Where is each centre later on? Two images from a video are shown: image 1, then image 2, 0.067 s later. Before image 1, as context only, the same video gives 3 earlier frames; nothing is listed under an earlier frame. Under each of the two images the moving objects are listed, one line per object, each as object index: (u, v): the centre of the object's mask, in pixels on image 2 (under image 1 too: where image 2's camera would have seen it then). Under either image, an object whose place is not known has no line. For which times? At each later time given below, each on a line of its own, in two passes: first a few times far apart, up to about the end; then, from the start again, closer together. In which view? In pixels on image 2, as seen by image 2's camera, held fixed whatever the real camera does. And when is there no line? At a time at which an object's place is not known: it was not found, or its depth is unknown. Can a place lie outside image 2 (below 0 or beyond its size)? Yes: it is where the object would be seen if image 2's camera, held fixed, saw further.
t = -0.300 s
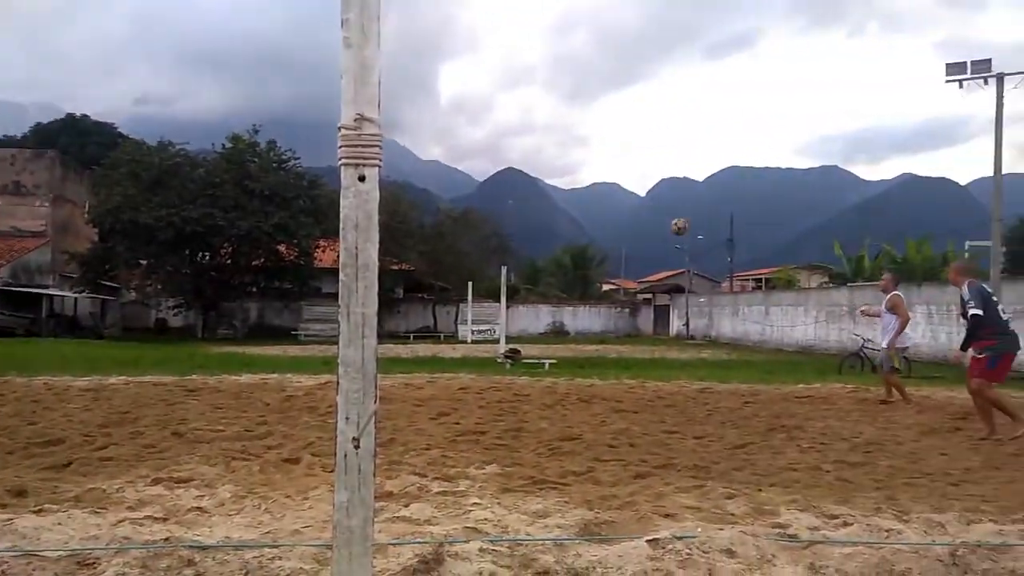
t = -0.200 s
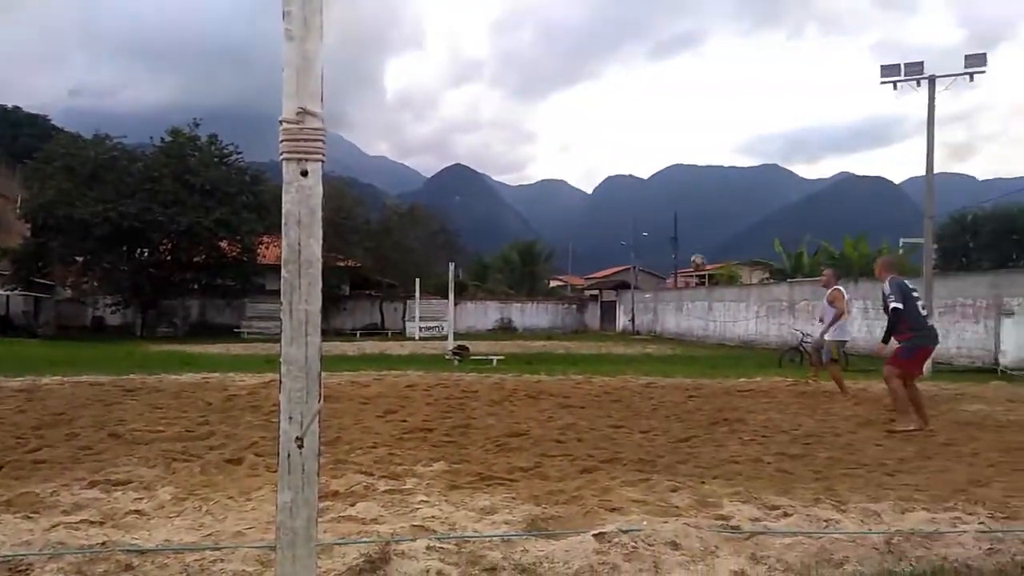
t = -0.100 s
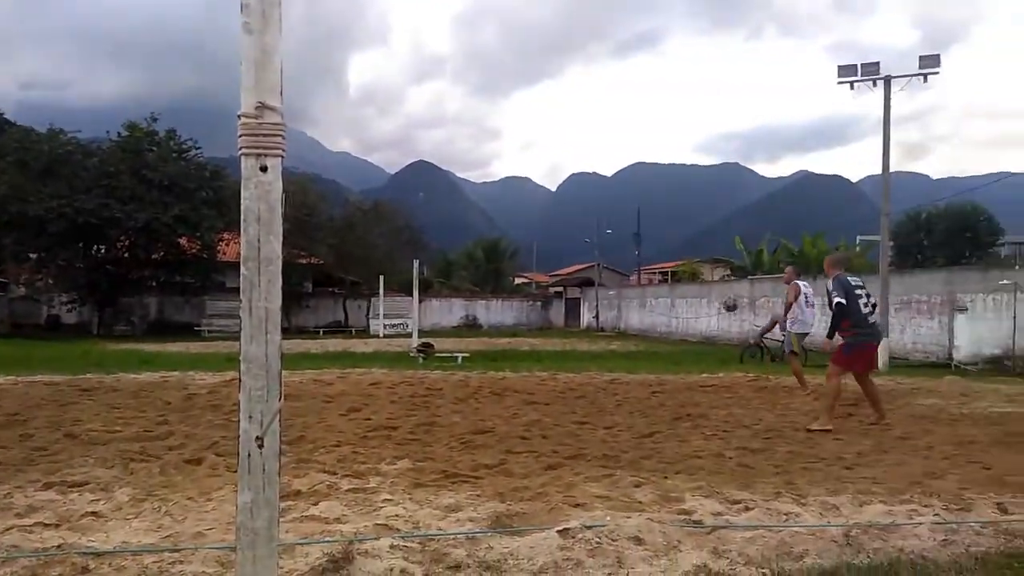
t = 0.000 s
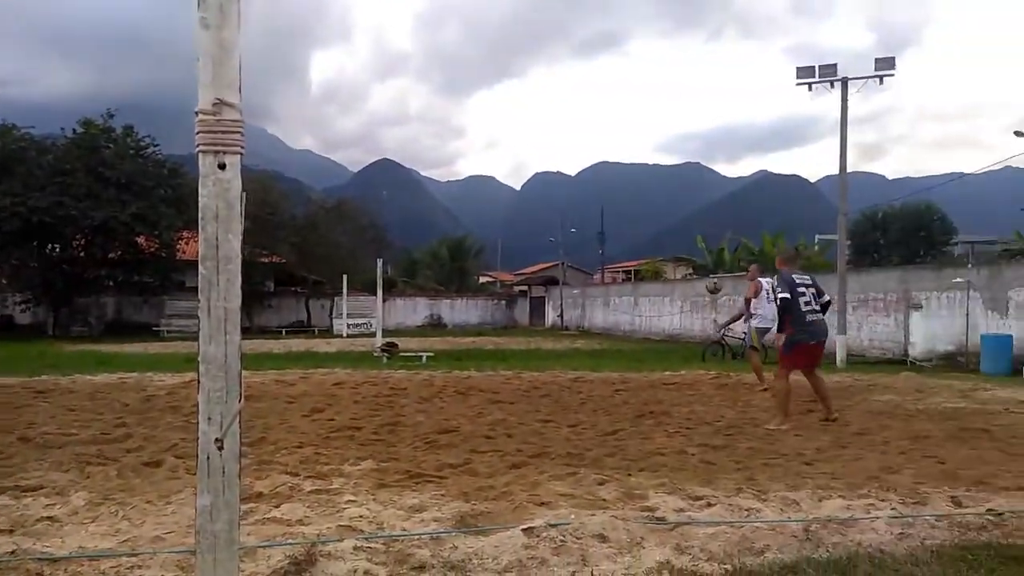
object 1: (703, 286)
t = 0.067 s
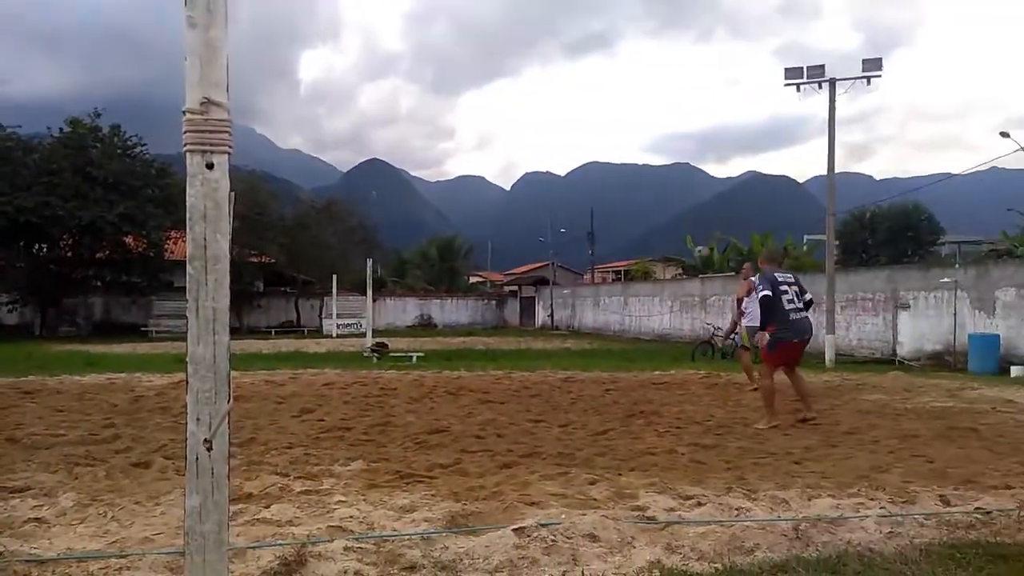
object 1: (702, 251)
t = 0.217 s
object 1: (698, 191)
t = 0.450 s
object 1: (693, 115)
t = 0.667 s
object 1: (688, 77)
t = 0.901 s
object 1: (682, 83)
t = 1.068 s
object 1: (677, 128)
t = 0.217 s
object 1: (698, 191)
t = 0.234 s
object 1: (697, 185)
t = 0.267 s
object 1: (698, 171)
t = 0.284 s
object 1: (698, 165)
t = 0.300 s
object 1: (697, 159)
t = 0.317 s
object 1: (696, 154)
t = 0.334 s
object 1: (696, 149)
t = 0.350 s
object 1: (696, 143)
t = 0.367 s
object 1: (696, 138)
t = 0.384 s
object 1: (695, 133)
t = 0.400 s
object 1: (695, 128)
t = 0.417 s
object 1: (694, 124)
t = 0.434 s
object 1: (694, 119)
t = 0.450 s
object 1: (693, 115)
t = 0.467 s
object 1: (693, 111)
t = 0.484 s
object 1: (693, 107)
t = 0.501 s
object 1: (692, 103)
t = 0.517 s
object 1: (692, 99)
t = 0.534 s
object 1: (692, 96)
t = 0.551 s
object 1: (691, 93)
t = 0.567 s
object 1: (691, 90)
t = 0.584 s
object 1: (691, 87)
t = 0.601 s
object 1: (690, 85)
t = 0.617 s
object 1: (690, 82)
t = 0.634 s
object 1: (689, 80)
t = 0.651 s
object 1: (689, 79)
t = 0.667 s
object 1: (688, 77)
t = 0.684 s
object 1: (688, 76)
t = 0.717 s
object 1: (687, 75)
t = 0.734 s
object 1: (687, 74)
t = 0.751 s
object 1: (686, 73)
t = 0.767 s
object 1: (686, 73)
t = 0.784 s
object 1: (686, 73)
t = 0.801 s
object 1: (685, 74)
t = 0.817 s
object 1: (684, 75)
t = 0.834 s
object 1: (684, 76)
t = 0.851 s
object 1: (684, 77)
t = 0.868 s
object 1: (683, 78)
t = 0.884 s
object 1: (683, 81)
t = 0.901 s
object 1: (682, 83)
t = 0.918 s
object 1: (681, 86)
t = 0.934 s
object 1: (681, 89)
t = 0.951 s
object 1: (680, 92)
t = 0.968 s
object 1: (680, 96)
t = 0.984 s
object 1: (680, 100)
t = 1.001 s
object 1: (679, 105)
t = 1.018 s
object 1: (678, 110)
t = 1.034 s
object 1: (678, 116)
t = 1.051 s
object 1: (677, 122)
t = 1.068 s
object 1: (677, 128)
